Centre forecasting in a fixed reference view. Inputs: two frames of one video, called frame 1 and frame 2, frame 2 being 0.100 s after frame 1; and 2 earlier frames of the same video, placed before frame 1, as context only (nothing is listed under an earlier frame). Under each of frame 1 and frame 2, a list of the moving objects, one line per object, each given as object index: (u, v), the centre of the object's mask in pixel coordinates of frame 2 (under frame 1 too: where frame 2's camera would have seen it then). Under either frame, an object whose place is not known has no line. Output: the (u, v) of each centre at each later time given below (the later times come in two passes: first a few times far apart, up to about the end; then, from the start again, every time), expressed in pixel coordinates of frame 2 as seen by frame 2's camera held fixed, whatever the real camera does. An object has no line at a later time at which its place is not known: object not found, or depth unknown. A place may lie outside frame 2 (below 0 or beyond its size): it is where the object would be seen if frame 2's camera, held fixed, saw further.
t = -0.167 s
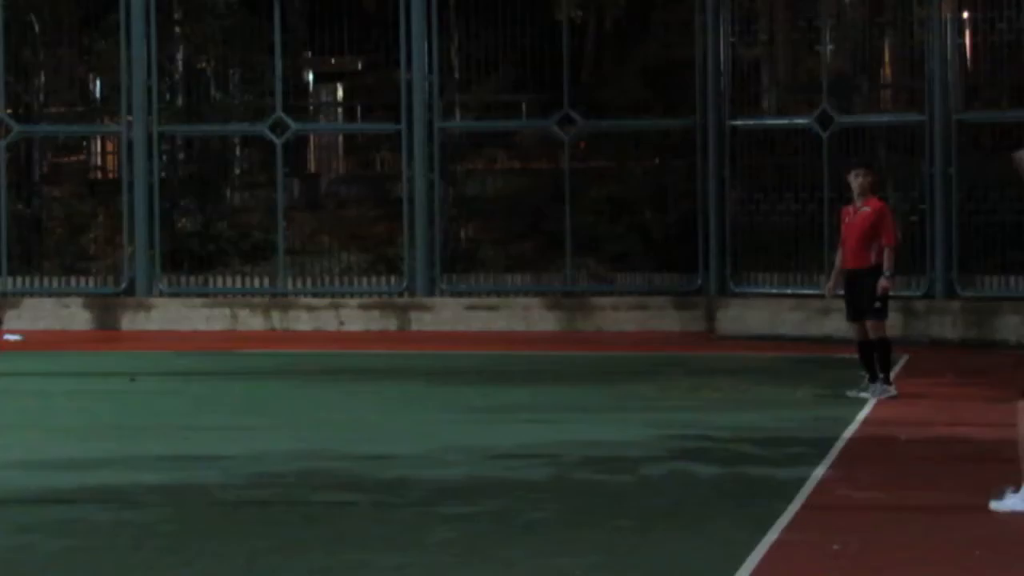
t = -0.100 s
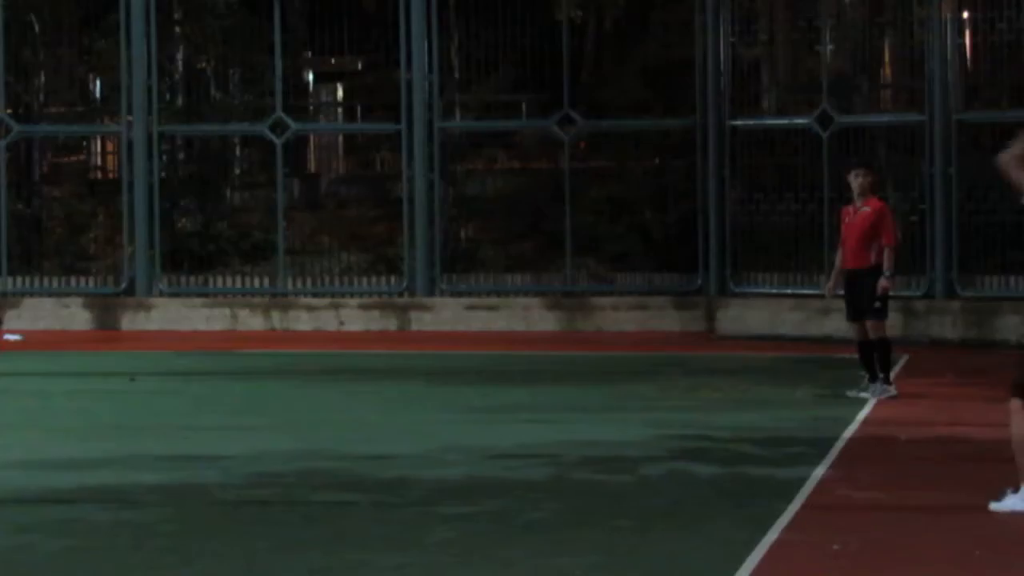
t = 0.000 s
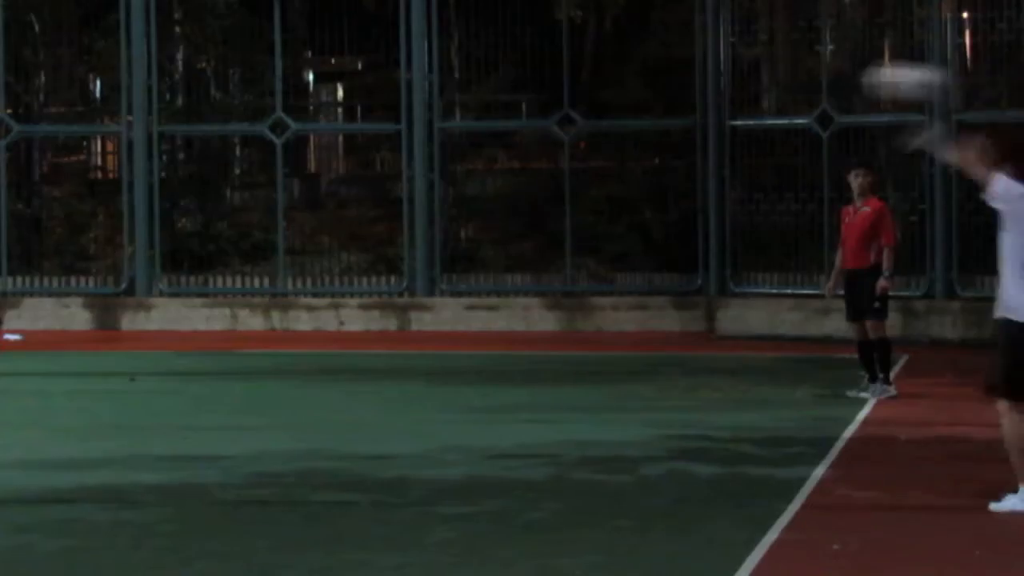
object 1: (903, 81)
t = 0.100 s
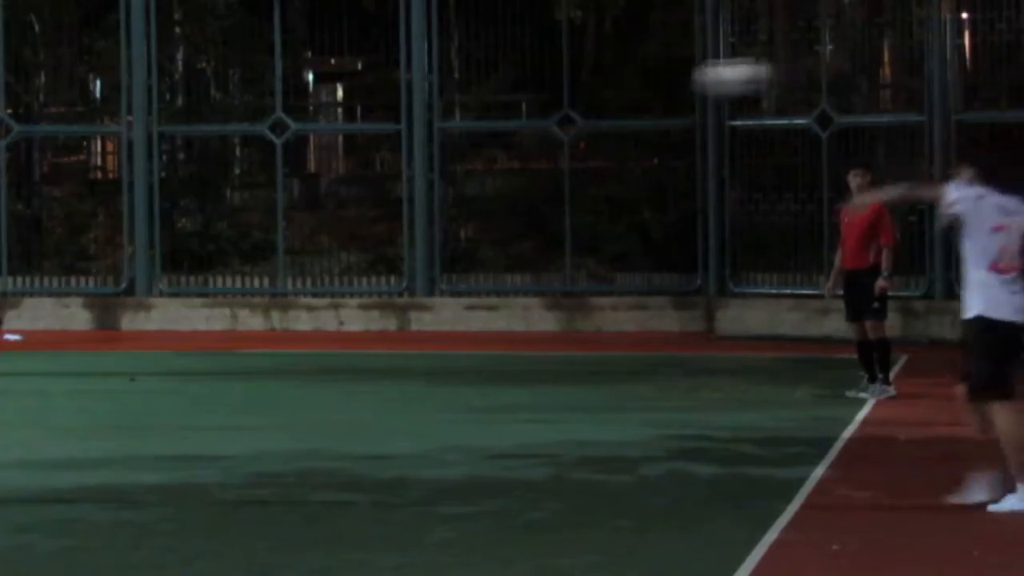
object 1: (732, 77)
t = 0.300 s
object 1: (436, 129)
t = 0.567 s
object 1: (117, 300)
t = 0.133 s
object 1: (679, 81)
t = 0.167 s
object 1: (627, 87)
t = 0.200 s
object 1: (578, 94)
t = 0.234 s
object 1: (529, 104)
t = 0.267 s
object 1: (481, 115)
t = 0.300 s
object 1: (436, 129)
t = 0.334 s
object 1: (390, 143)
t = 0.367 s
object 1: (348, 160)
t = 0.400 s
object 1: (308, 179)
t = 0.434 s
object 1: (267, 199)
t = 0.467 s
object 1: (227, 221)
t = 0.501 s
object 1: (188, 246)
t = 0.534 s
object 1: (156, 268)
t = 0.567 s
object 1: (117, 300)
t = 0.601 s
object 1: (86, 321)
